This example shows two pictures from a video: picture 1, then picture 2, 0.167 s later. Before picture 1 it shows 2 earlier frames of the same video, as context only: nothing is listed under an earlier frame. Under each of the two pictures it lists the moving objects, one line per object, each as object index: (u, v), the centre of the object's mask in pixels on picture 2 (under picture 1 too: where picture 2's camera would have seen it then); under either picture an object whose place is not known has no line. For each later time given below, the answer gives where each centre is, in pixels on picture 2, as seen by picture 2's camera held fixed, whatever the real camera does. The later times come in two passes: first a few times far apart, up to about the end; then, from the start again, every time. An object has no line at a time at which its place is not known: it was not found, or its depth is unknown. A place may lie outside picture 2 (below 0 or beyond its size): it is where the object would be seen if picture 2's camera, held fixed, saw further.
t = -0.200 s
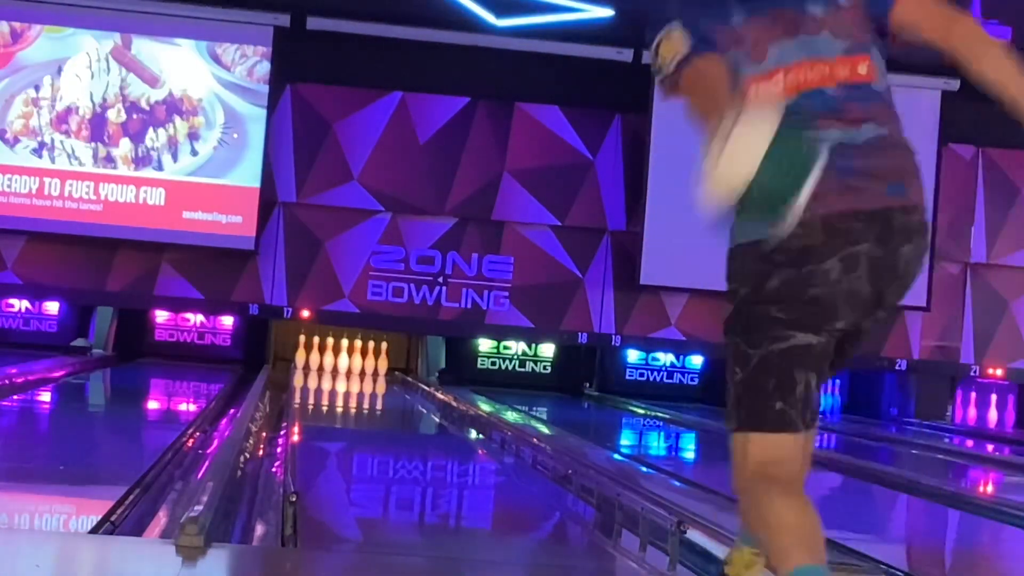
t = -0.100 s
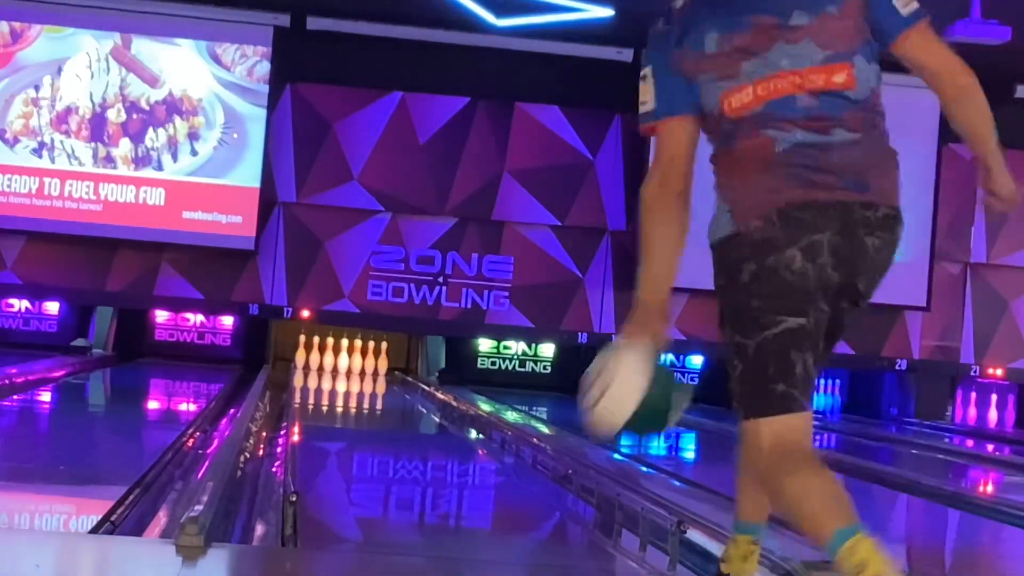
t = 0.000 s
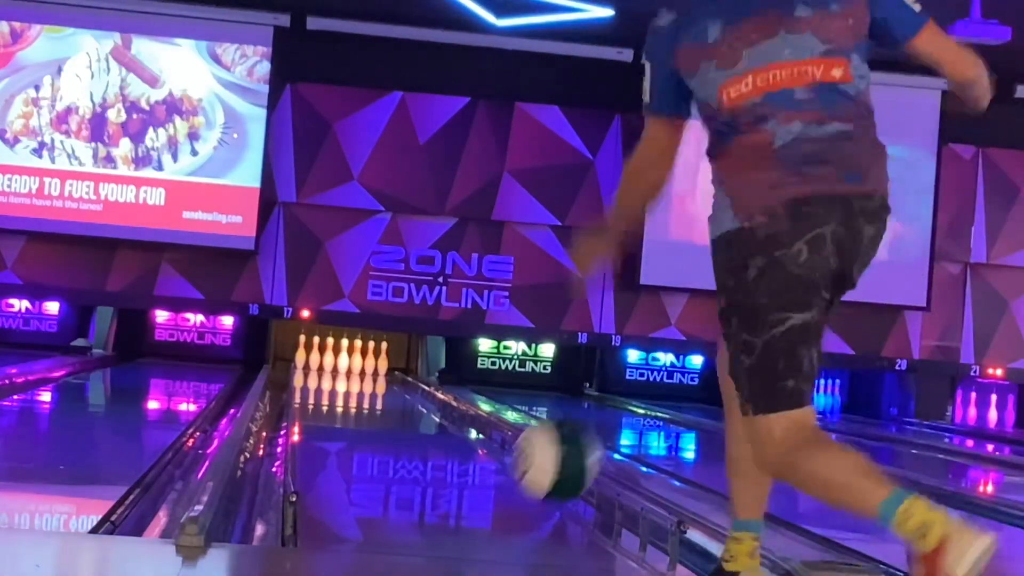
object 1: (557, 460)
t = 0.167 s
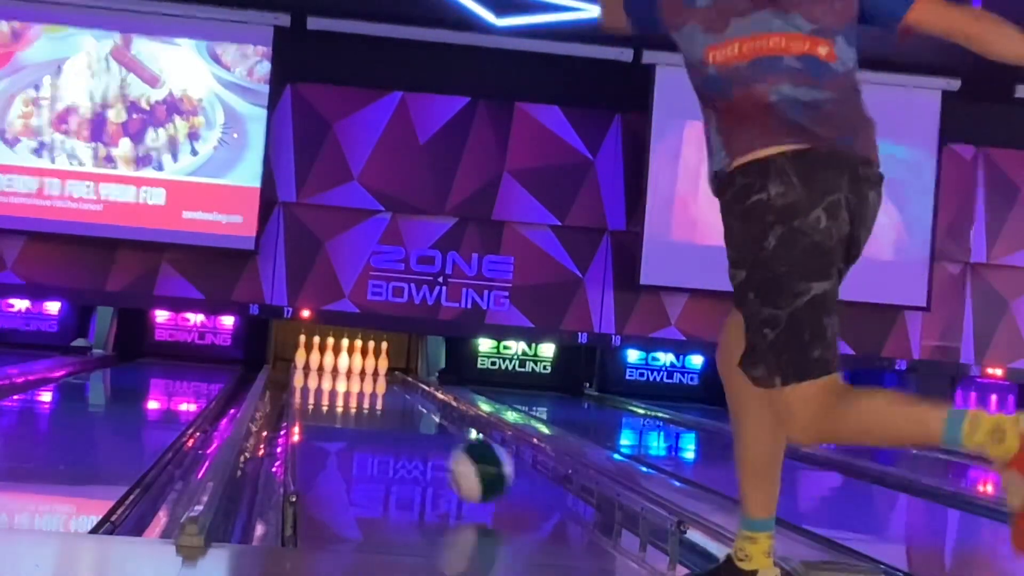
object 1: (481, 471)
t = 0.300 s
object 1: (444, 453)
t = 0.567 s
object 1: (395, 419)
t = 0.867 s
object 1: (363, 397)
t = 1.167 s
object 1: (342, 382)
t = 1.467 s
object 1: (327, 372)
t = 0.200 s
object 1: (470, 467)
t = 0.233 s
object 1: (460, 465)
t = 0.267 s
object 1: (451, 459)
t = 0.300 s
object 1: (444, 453)
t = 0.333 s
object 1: (436, 447)
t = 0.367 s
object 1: (429, 443)
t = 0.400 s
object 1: (422, 438)
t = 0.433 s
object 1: (416, 433)
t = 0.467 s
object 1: (412, 430)
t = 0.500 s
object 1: (405, 426)
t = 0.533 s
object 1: (400, 423)
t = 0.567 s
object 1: (395, 419)
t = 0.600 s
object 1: (391, 416)
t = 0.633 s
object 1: (386, 414)
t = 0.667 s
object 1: (382, 410)
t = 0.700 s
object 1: (378, 408)
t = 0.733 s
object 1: (374, 406)
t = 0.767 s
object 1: (371, 403)
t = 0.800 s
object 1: (368, 401)
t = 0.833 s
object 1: (365, 399)
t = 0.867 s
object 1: (363, 397)
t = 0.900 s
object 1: (360, 394)
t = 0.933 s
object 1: (358, 393)
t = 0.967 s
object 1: (355, 391)
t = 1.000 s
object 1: (352, 390)
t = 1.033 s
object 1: (350, 388)
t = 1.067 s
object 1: (348, 387)
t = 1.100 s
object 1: (346, 385)
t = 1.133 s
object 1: (344, 384)
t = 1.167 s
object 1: (342, 382)
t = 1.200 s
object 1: (340, 381)
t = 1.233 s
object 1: (338, 380)
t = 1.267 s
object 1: (337, 379)
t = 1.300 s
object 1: (335, 377)
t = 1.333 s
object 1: (333, 376)
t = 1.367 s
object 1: (332, 375)
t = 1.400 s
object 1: (330, 373)
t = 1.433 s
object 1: (329, 373)
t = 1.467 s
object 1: (327, 372)
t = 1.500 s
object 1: (326, 371)
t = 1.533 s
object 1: (325, 370)
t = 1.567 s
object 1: (323, 369)
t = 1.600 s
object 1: (322, 368)
